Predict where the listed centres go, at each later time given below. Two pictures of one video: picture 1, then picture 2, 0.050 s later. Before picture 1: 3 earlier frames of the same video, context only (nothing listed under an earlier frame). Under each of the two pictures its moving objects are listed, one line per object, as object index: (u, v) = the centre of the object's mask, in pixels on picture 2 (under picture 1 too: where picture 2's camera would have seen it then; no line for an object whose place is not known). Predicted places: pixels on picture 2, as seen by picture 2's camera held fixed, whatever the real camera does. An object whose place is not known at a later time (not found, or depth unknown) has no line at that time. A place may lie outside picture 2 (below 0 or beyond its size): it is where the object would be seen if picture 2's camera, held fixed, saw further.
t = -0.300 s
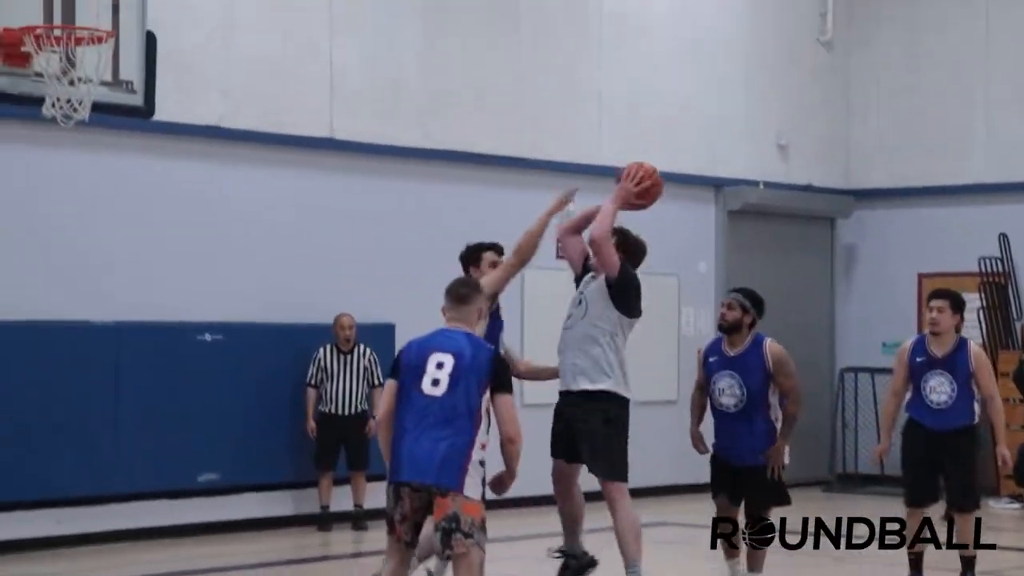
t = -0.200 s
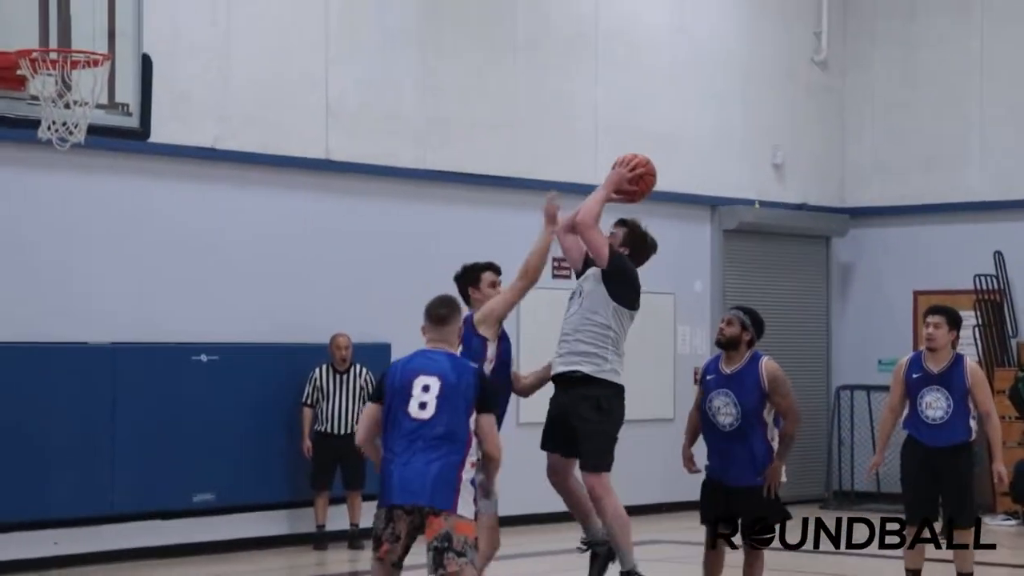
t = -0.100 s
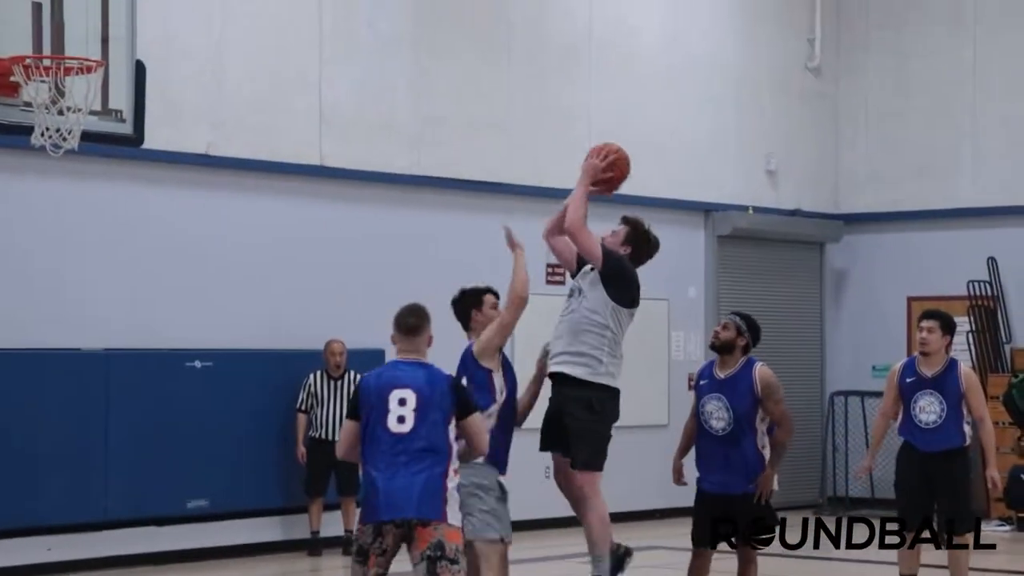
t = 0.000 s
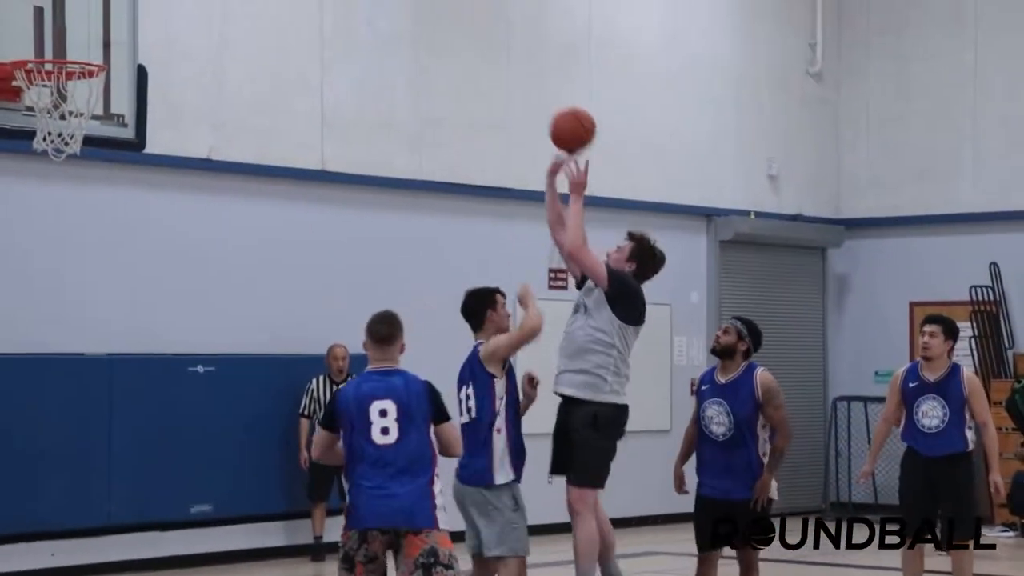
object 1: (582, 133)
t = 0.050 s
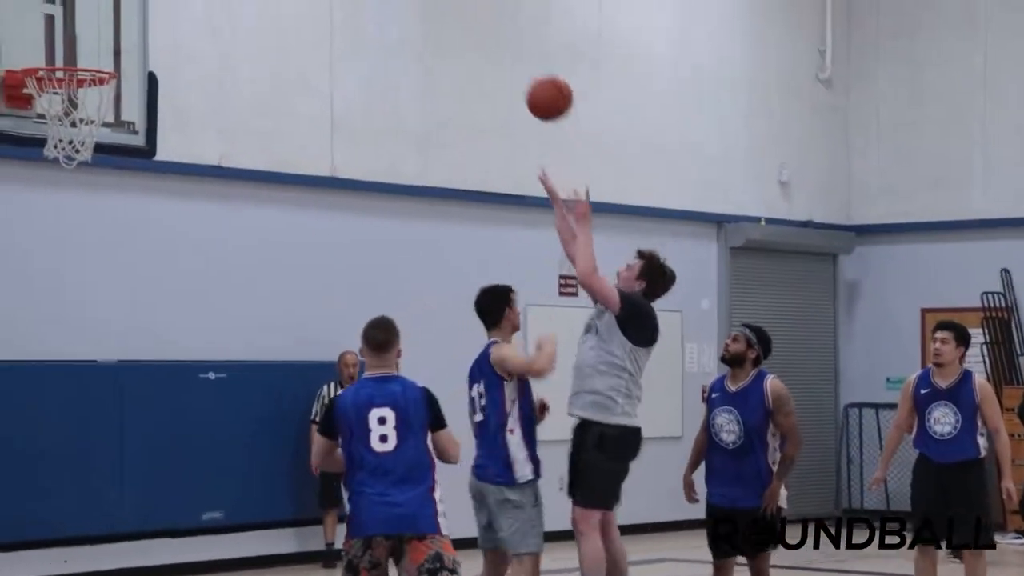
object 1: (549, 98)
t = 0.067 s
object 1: (538, 86)
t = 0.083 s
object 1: (527, 75)
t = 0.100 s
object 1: (515, 66)
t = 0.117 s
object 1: (504, 57)
